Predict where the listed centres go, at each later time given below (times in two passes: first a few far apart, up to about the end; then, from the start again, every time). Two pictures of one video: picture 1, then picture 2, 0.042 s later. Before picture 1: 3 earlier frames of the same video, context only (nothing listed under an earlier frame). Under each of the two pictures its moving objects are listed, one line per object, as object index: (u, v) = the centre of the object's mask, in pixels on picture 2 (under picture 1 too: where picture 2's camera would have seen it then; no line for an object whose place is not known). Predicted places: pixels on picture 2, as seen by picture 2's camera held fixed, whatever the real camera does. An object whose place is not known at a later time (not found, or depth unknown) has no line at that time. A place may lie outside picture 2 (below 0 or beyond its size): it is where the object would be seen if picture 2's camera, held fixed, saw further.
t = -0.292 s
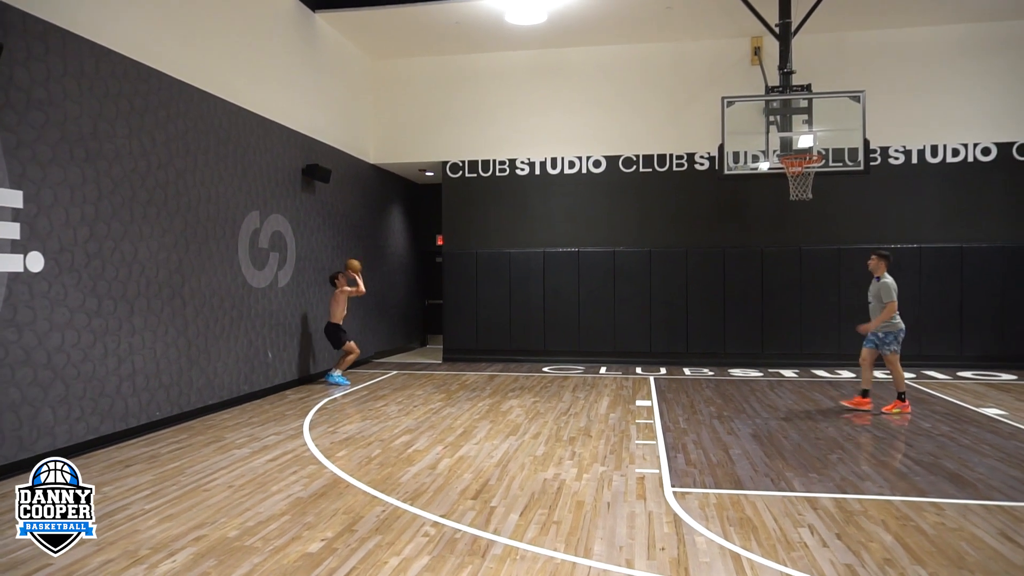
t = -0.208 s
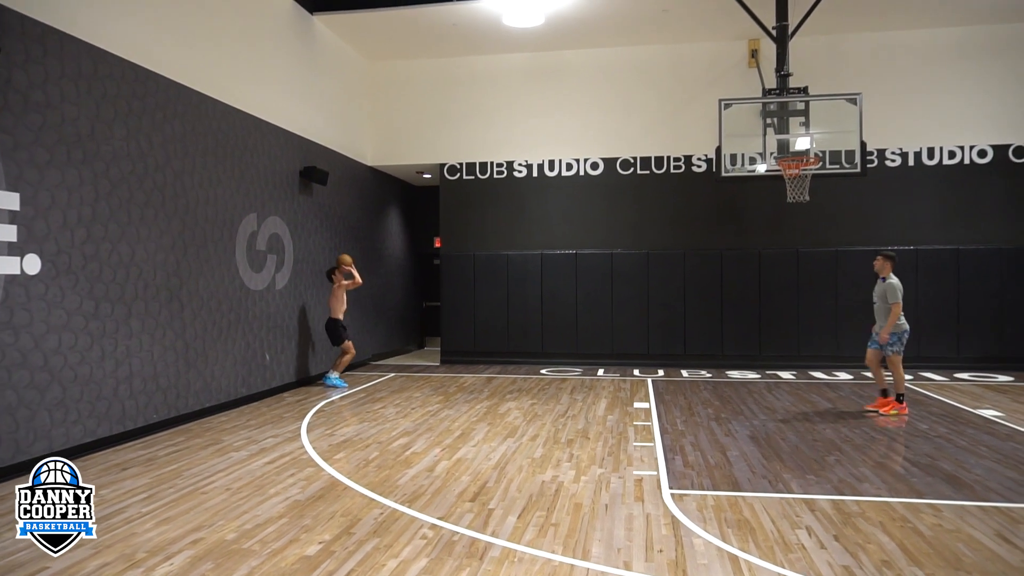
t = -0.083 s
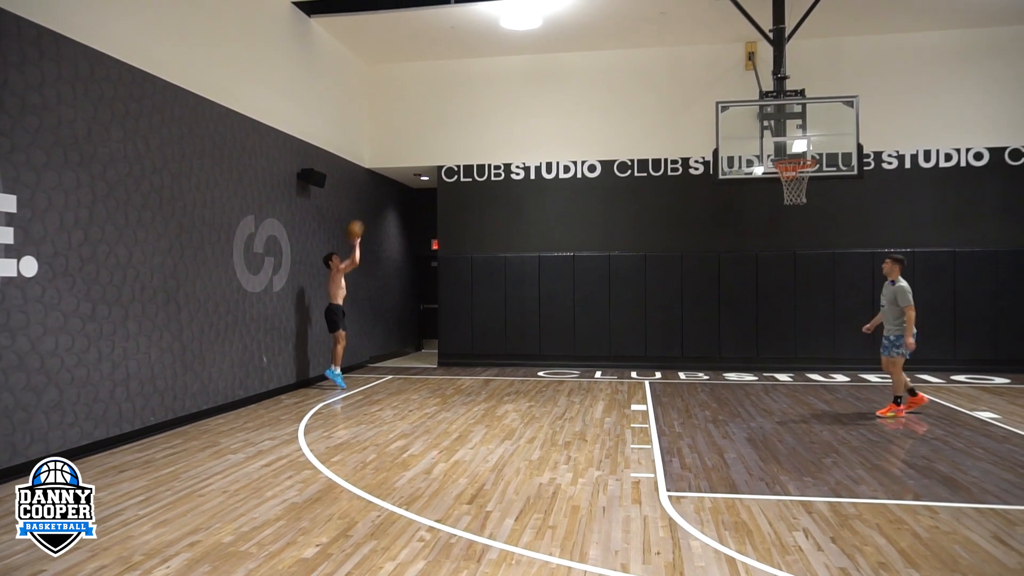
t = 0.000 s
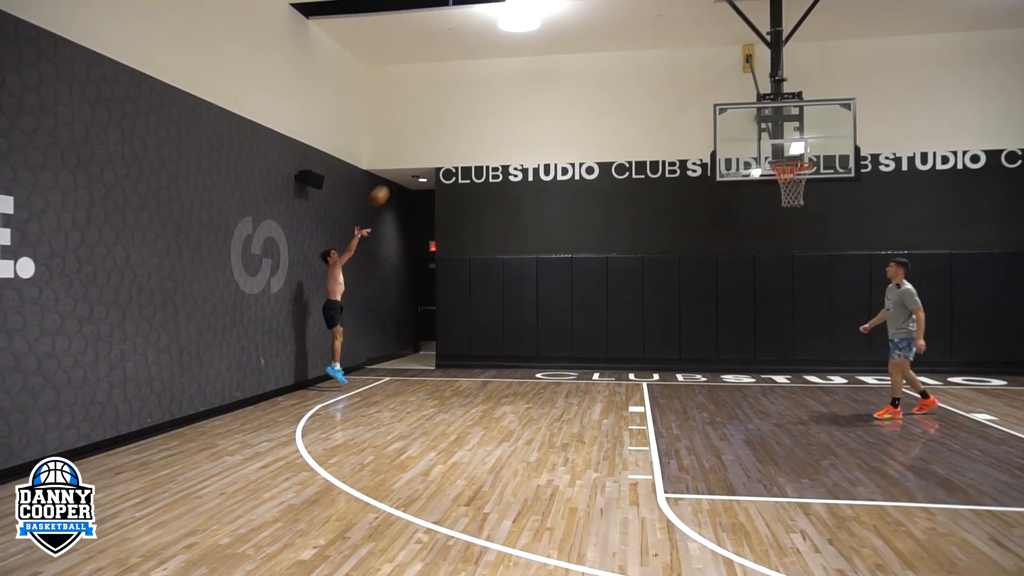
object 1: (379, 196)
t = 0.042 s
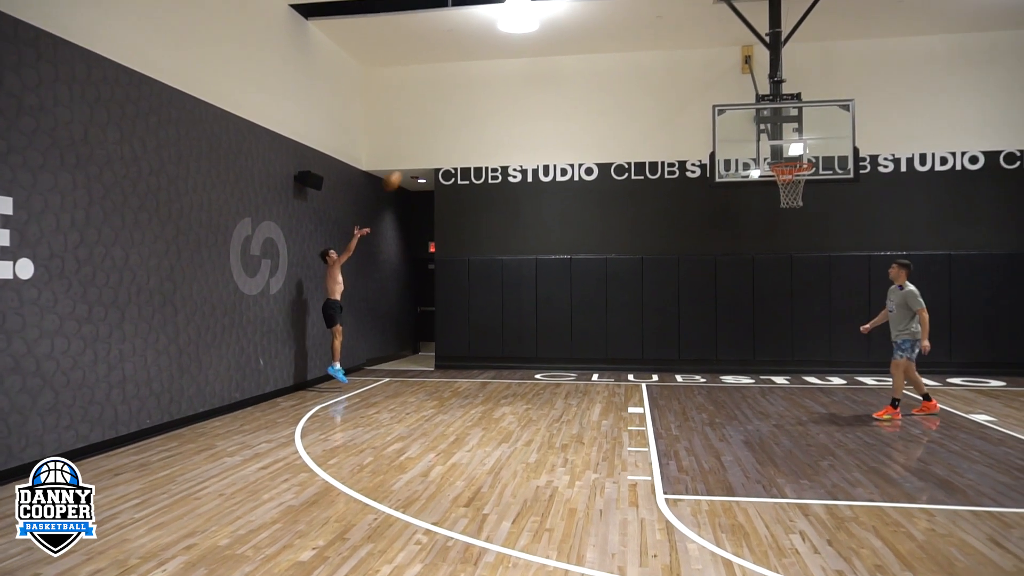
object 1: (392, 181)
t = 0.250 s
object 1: (464, 112)
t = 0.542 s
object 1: (563, 66)
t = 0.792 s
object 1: (655, 73)
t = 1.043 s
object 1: (748, 127)
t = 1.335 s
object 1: (832, 152)
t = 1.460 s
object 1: (863, 164)
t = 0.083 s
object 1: (407, 163)
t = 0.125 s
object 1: (421, 149)
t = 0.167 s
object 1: (436, 135)
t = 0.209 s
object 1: (450, 123)
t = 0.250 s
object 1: (464, 112)
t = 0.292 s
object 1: (478, 102)
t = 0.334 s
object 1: (493, 93)
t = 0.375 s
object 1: (506, 85)
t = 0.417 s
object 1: (520, 79)
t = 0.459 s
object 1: (535, 73)
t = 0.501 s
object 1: (549, 69)
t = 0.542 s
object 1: (563, 66)
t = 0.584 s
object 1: (578, 65)
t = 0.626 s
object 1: (594, 63)
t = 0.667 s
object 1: (609, 64)
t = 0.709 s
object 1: (624, 66)
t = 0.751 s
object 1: (639, 69)
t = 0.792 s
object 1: (655, 73)
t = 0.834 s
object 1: (670, 79)
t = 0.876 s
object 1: (686, 86)
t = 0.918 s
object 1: (701, 94)
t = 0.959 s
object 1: (717, 103)
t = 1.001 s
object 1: (732, 115)
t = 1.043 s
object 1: (748, 127)
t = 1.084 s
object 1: (765, 141)
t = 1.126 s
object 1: (780, 155)
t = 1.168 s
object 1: (792, 154)
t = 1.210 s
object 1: (802, 151)
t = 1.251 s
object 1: (812, 150)
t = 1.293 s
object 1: (822, 150)
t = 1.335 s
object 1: (832, 152)
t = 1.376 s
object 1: (842, 154)
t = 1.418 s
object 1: (853, 158)
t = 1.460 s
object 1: (863, 164)
